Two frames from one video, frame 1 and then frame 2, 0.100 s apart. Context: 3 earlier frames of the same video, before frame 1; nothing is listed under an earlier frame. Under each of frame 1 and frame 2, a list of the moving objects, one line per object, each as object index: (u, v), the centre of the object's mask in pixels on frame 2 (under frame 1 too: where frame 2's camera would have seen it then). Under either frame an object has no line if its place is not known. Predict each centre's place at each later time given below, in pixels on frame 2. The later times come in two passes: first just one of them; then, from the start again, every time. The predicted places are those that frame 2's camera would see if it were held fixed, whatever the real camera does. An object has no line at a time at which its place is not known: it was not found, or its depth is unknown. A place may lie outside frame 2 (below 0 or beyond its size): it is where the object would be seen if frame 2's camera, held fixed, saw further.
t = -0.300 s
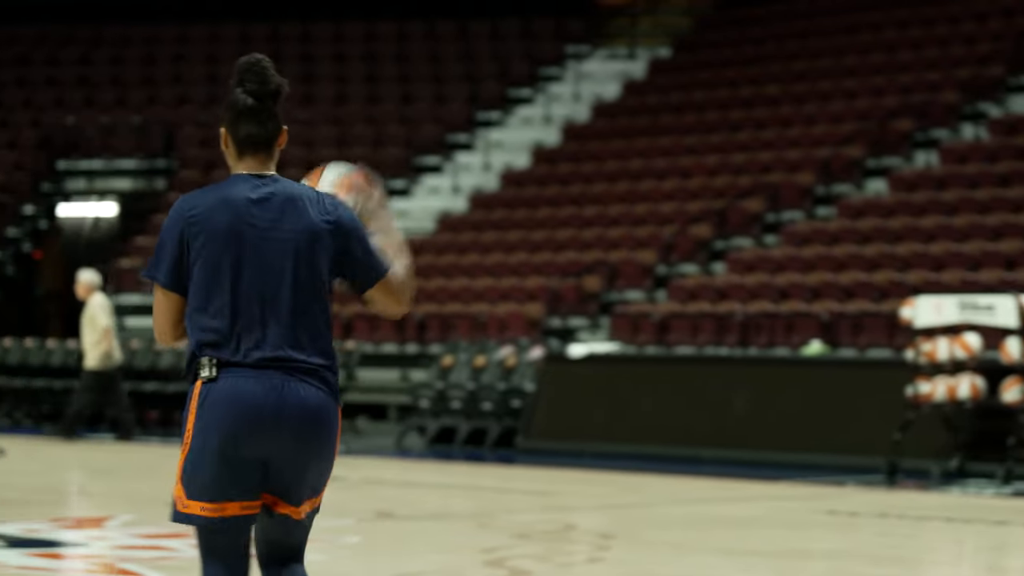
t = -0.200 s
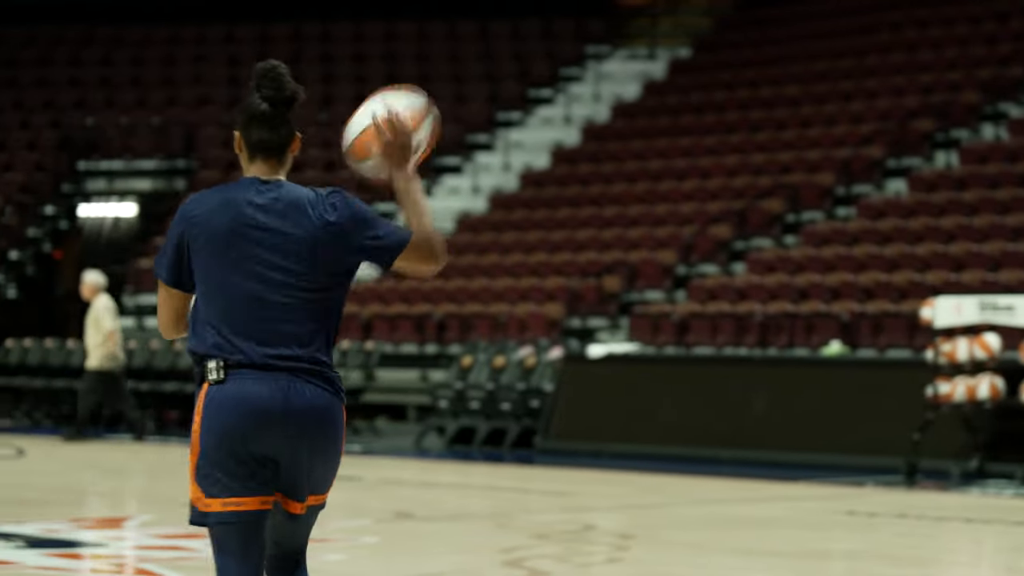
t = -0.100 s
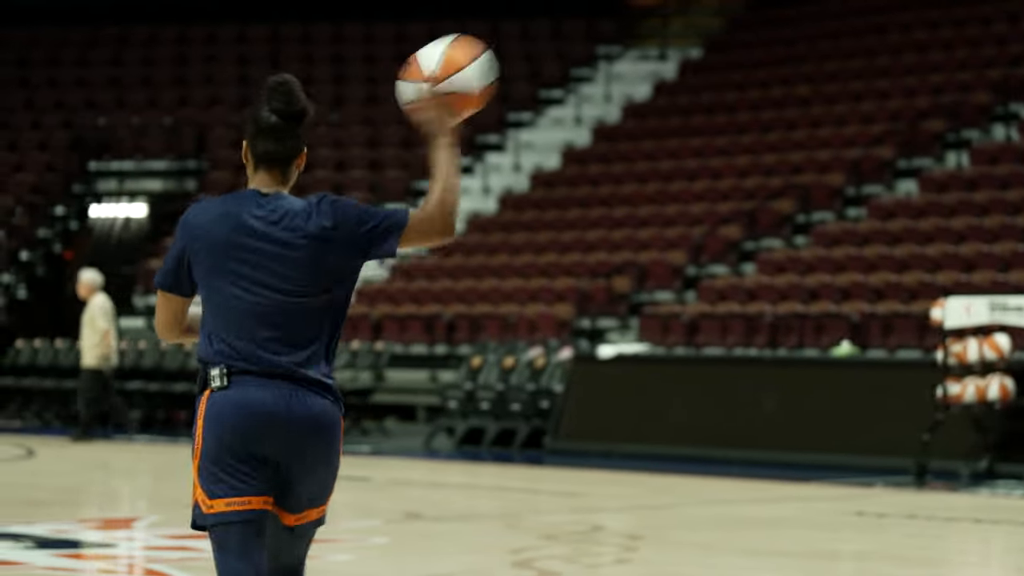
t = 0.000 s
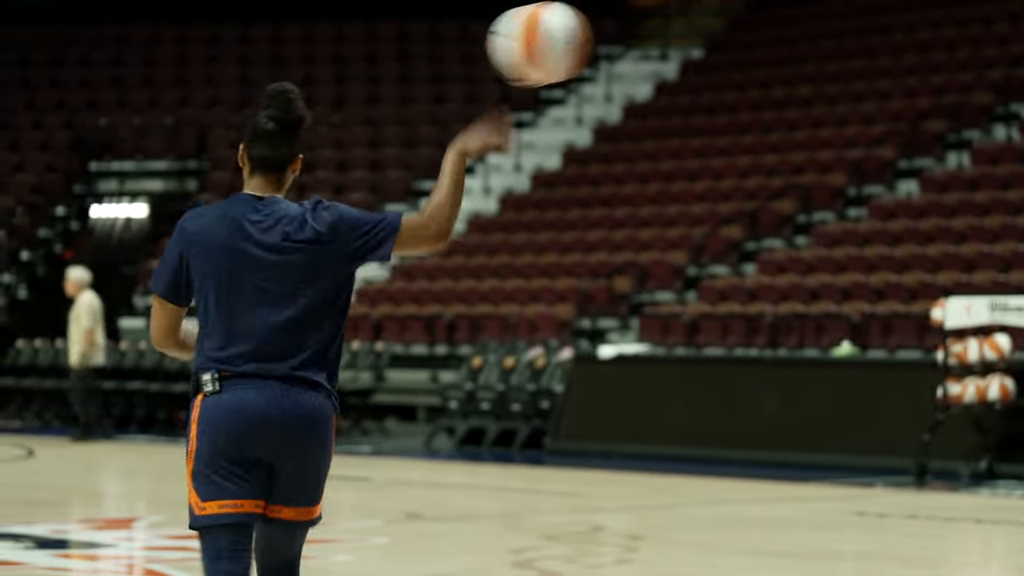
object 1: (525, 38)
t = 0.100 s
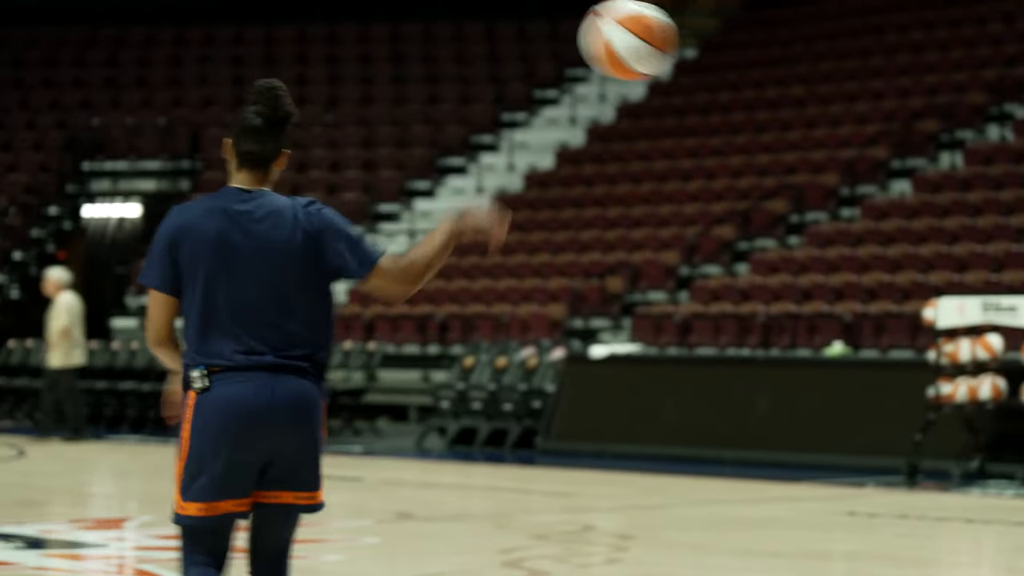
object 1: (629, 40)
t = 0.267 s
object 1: (781, 107)
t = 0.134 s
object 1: (661, 46)
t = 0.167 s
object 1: (692, 56)
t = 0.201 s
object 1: (722, 70)
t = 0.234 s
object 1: (751, 87)
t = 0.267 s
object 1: (781, 107)
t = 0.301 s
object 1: (811, 131)
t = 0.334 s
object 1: (839, 159)
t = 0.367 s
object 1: (868, 189)
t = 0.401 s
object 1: (894, 223)
